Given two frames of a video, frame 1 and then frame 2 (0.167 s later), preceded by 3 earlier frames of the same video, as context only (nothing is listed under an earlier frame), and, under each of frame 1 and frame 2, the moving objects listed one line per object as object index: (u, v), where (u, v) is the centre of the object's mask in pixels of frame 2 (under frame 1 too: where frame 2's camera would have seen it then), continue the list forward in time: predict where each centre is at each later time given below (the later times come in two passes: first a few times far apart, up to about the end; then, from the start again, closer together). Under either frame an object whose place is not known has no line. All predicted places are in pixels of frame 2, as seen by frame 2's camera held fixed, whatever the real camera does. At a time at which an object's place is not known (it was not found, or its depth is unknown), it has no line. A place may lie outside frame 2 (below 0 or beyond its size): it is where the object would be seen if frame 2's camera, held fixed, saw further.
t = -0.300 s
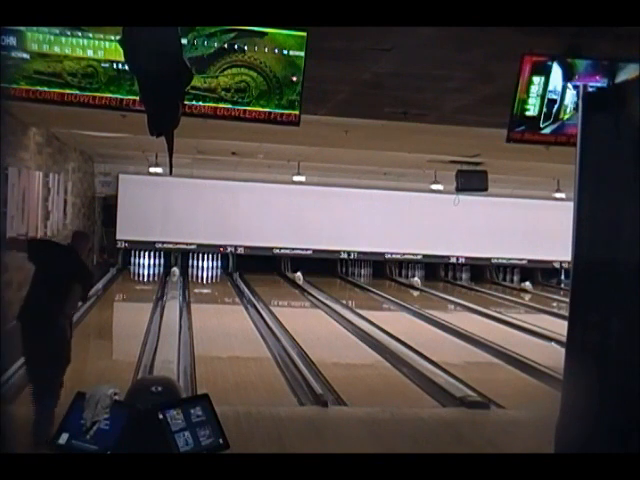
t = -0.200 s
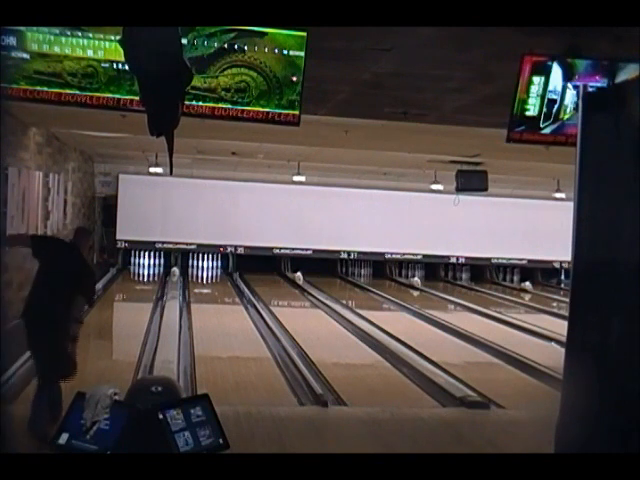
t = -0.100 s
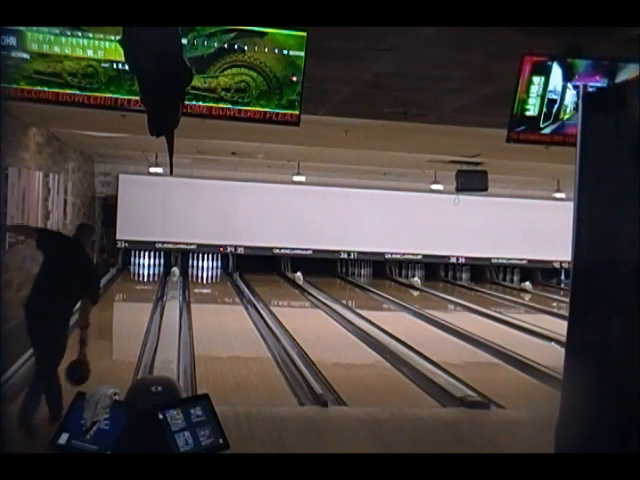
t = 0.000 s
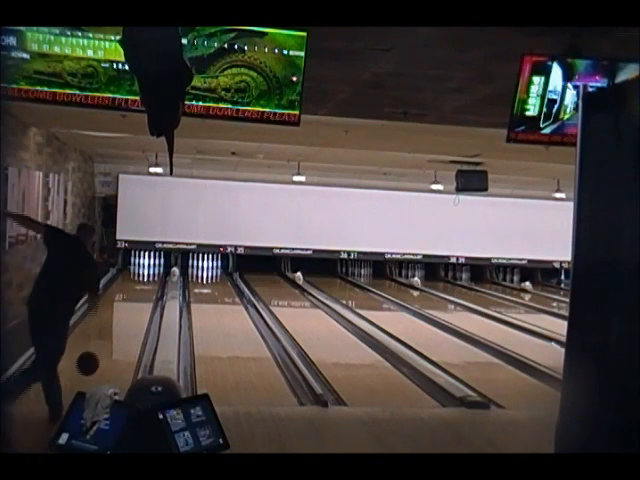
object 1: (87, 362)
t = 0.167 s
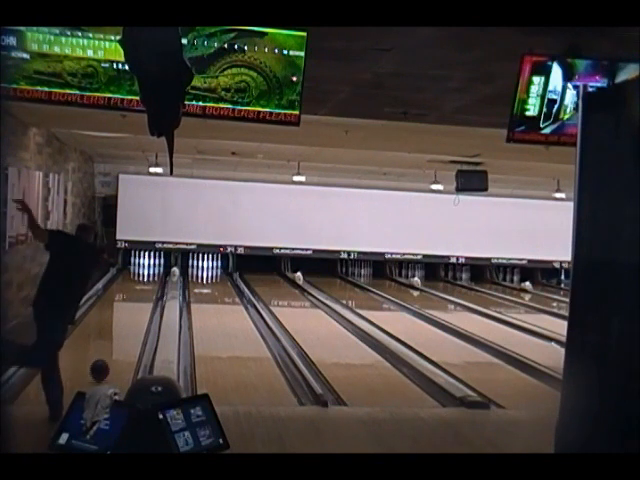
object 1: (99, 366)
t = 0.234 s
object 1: (104, 358)
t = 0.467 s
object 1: (117, 338)
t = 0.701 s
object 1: (126, 322)
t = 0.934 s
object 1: (133, 309)
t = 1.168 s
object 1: (139, 299)
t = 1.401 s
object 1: (143, 291)
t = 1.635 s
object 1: (147, 284)
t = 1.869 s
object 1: (150, 278)
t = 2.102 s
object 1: (151, 274)
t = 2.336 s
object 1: (151, 270)
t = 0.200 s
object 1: (101, 362)
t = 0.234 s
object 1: (104, 358)
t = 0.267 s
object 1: (106, 355)
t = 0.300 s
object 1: (108, 353)
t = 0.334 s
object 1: (110, 349)
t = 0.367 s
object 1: (112, 346)
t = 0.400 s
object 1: (113, 343)
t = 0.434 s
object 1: (115, 341)
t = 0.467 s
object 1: (117, 338)
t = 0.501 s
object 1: (118, 336)
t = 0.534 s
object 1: (120, 333)
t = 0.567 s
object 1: (121, 331)
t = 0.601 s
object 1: (122, 329)
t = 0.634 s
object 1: (124, 326)
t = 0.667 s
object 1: (125, 324)
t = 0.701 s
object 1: (126, 322)
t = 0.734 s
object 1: (127, 320)
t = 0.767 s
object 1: (128, 318)
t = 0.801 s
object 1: (130, 316)
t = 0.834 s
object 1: (130, 314)
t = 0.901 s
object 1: (133, 311)
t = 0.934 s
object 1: (133, 309)
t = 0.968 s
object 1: (134, 307)
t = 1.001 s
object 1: (135, 306)
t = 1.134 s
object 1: (138, 300)
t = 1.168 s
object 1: (139, 299)
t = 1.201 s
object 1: (140, 298)
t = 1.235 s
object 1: (140, 296)
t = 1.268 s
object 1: (141, 295)
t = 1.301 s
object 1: (142, 294)
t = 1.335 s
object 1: (142, 293)
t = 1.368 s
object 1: (143, 292)
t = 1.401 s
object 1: (143, 291)
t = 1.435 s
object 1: (144, 290)
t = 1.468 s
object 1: (145, 290)
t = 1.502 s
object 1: (145, 288)
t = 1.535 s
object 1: (146, 287)
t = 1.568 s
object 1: (146, 286)
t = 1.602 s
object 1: (147, 285)
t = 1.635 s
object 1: (147, 284)
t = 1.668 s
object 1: (148, 283)
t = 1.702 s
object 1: (148, 283)
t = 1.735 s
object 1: (149, 282)
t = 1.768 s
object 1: (149, 280)
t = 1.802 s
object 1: (150, 279)
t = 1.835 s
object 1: (150, 278)
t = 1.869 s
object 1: (150, 278)
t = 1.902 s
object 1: (150, 277)
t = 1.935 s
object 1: (150, 276)
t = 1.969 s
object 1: (150, 276)
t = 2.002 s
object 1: (150, 275)
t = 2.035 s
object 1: (151, 275)
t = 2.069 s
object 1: (151, 274)
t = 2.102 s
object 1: (151, 274)
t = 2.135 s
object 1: (151, 273)
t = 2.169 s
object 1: (151, 272)
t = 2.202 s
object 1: (152, 272)
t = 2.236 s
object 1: (151, 272)
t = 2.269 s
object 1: (152, 271)
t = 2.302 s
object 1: (151, 271)
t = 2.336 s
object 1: (151, 270)
